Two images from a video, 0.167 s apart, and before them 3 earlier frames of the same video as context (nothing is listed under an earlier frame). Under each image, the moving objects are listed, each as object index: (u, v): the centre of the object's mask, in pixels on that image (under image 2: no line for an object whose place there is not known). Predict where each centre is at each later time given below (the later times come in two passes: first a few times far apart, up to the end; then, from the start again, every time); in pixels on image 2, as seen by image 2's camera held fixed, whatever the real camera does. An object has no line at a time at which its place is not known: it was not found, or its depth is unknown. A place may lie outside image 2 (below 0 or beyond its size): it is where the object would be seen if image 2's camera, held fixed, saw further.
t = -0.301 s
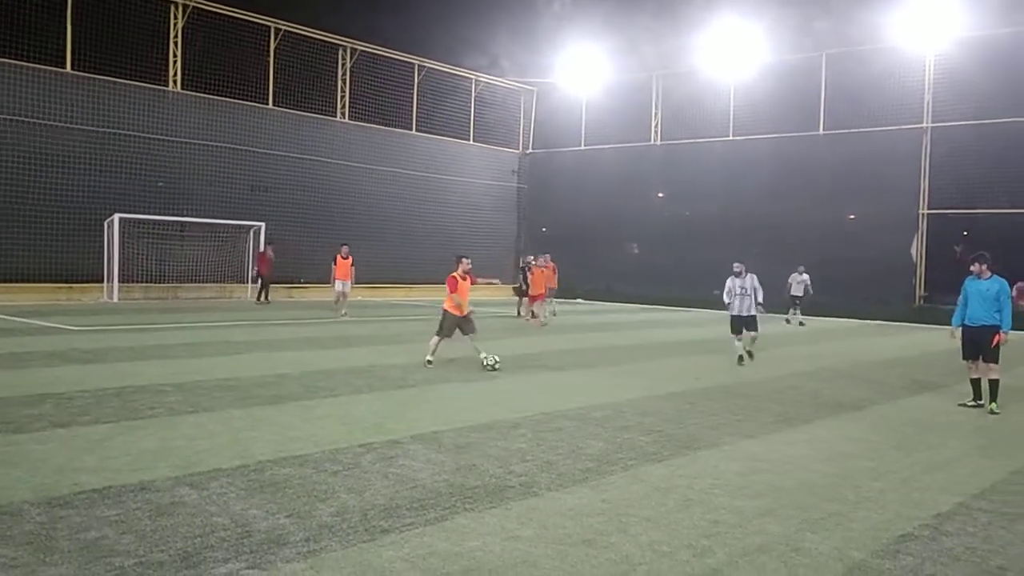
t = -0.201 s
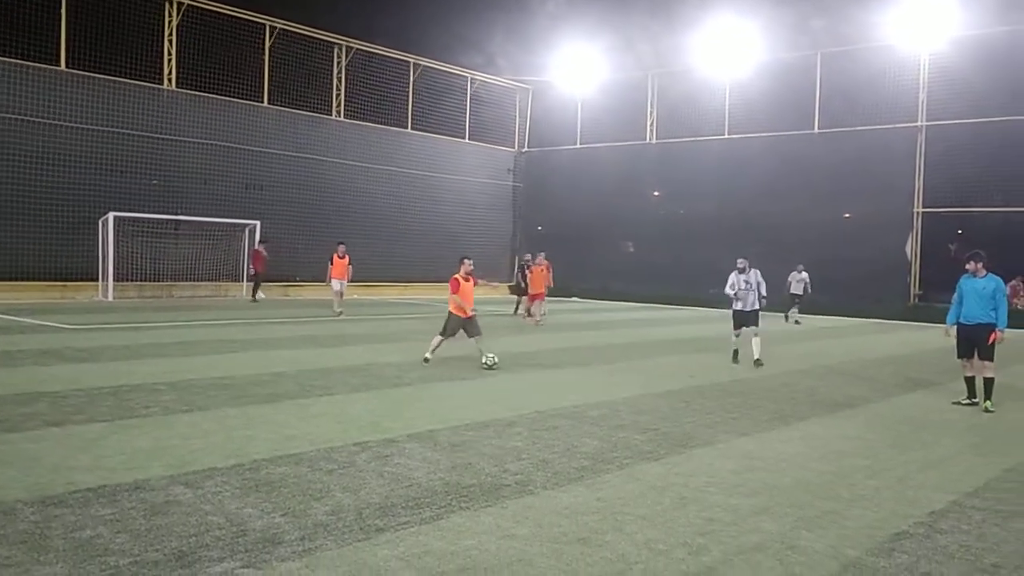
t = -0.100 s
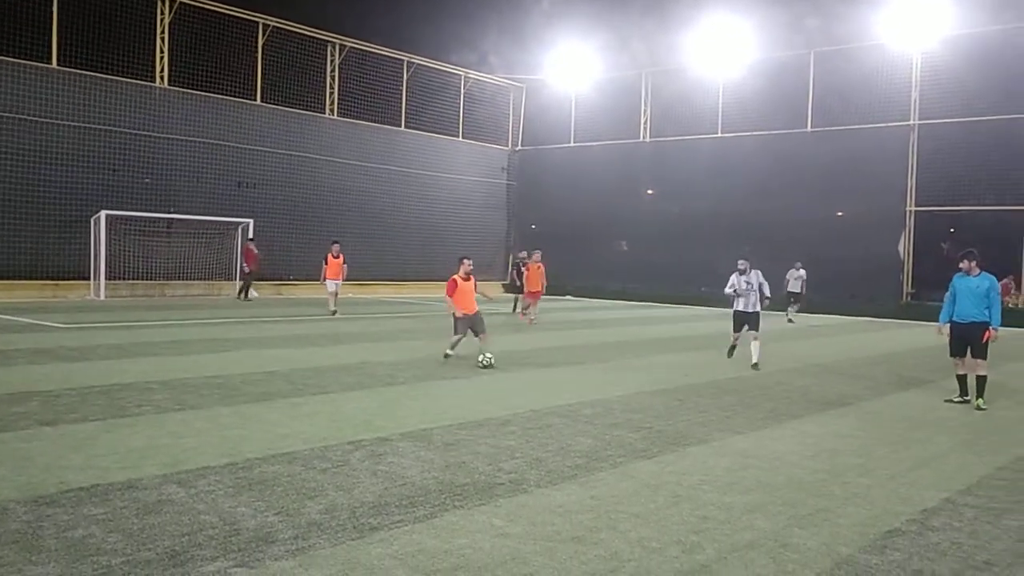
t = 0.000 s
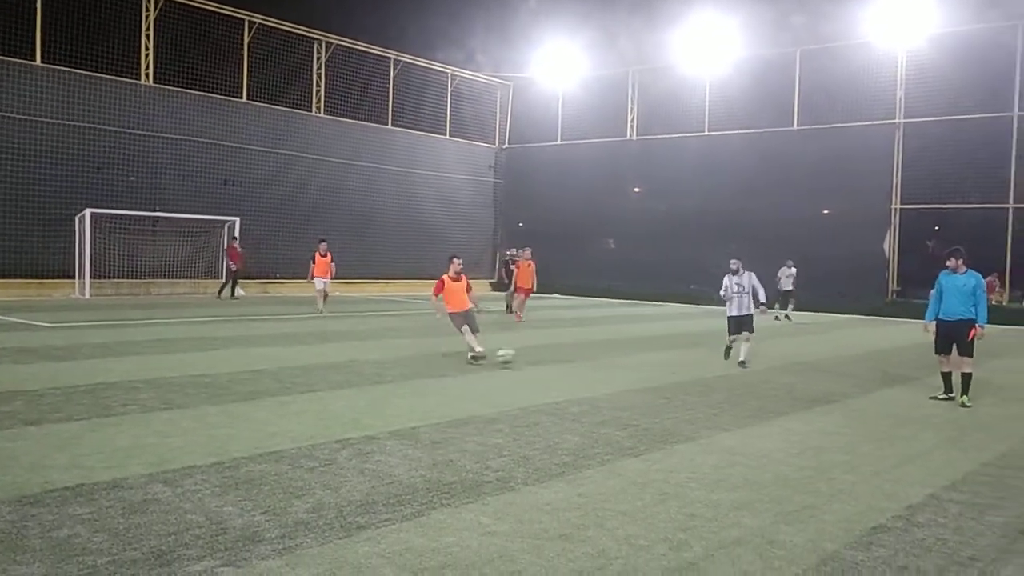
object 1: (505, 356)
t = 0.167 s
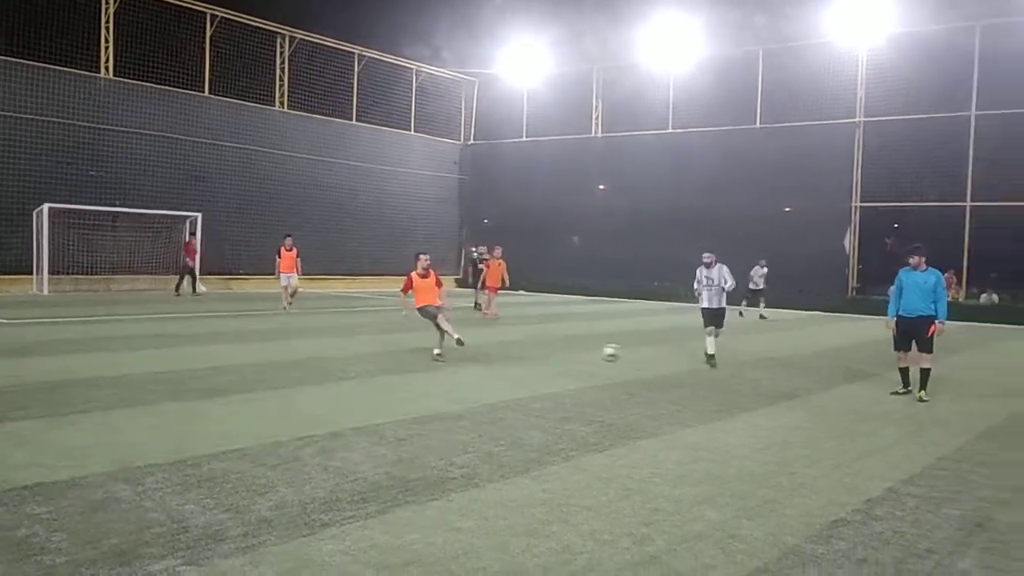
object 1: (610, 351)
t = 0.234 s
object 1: (673, 359)
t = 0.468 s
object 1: (934, 413)
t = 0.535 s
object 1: (1004, 410)
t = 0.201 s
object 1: (640, 355)
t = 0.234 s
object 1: (673, 359)
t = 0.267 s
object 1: (707, 364)
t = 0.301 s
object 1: (743, 370)
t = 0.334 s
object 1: (778, 376)
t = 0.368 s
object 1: (816, 385)
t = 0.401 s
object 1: (855, 396)
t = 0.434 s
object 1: (897, 407)
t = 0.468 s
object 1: (934, 413)
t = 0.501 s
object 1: (969, 411)
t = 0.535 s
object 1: (1004, 410)
